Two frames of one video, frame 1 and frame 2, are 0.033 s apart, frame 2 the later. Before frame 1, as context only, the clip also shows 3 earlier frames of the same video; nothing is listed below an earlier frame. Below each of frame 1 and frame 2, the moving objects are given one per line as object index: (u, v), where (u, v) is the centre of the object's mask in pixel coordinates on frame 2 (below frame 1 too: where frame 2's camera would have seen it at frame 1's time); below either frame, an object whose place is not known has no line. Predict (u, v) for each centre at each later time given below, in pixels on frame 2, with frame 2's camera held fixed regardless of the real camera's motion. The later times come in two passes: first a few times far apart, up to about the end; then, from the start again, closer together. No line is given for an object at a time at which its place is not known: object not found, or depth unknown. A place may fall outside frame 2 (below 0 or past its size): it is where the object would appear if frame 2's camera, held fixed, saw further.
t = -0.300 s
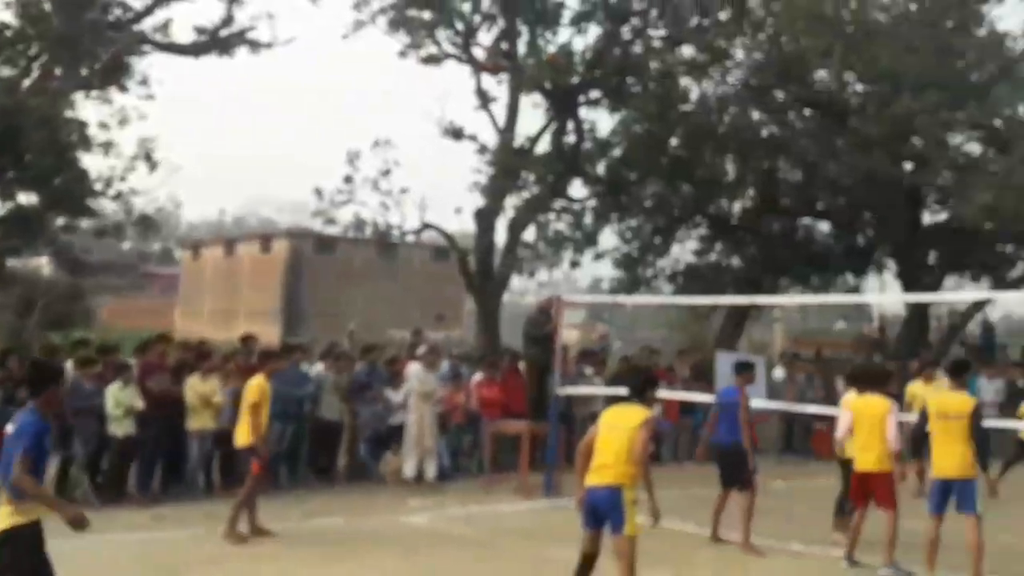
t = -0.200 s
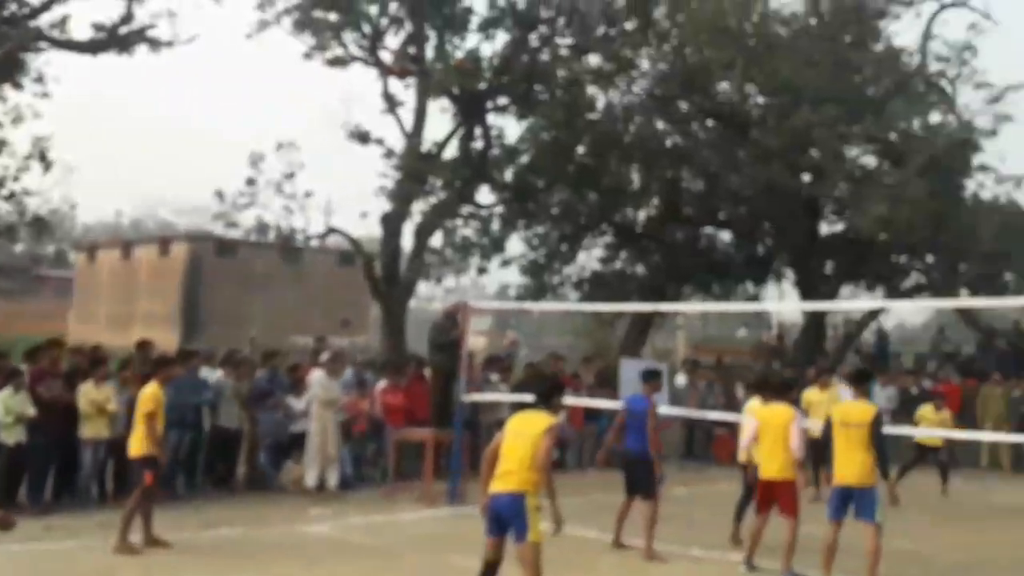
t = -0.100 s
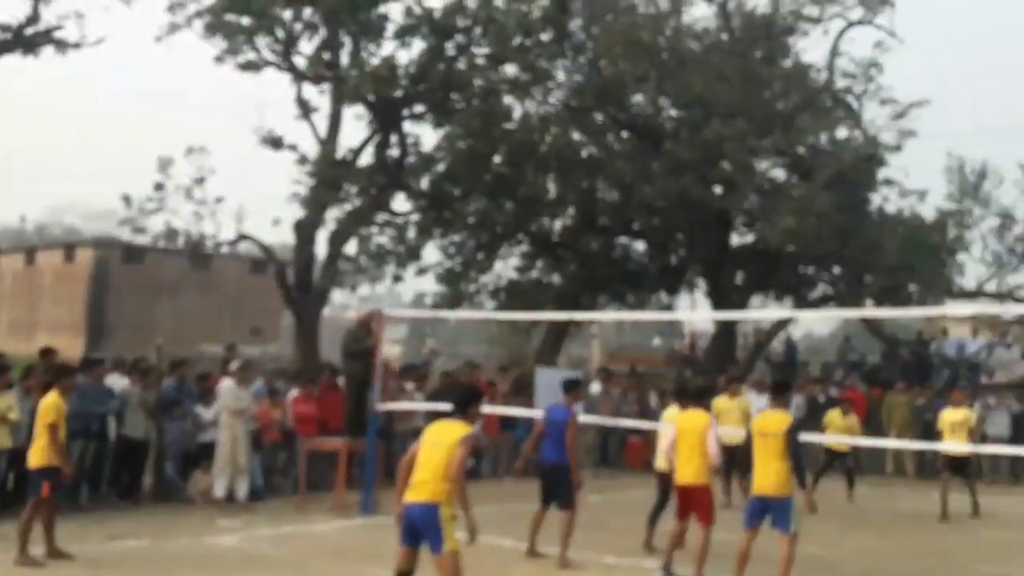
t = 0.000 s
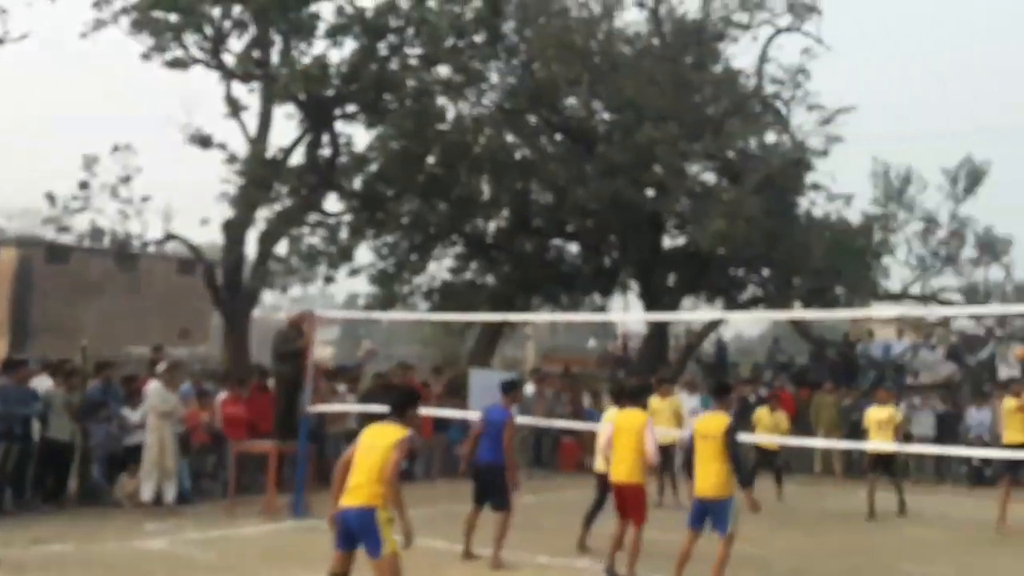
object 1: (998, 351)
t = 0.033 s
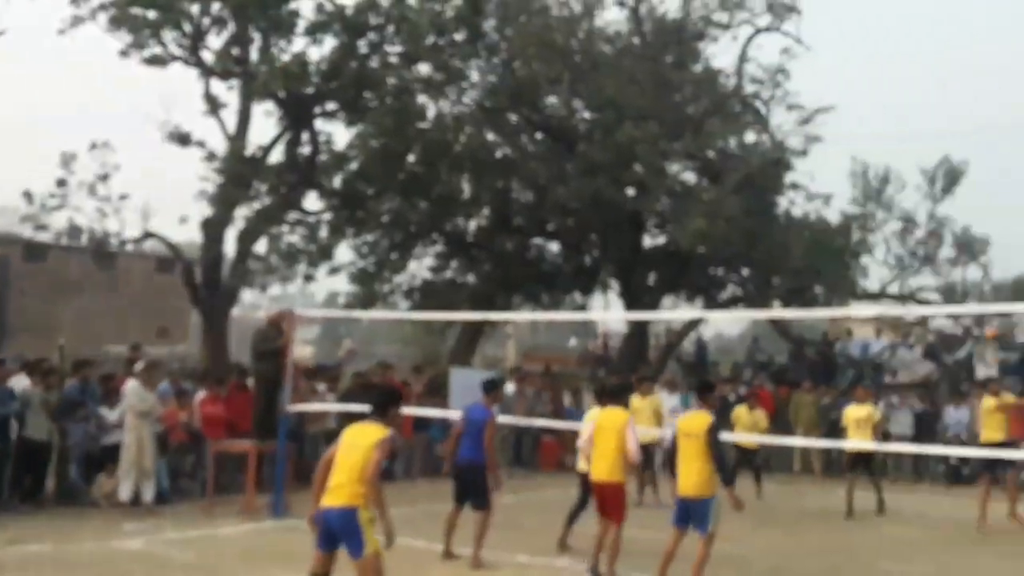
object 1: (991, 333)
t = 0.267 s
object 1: (940, 223)
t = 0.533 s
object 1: (872, 151)
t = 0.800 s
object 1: (808, 143)
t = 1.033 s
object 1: (743, 182)
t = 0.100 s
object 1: (976, 295)
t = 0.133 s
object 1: (972, 280)
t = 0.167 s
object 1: (961, 263)
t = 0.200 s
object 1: (954, 250)
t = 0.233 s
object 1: (947, 235)
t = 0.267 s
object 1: (940, 223)
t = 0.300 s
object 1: (932, 210)
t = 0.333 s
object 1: (924, 200)
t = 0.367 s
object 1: (916, 188)
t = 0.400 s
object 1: (907, 179)
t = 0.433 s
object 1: (899, 170)
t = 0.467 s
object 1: (889, 164)
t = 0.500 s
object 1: (880, 157)
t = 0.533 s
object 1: (872, 151)
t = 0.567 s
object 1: (864, 146)
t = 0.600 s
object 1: (855, 143)
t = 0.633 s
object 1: (847, 140)
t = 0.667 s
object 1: (838, 139)
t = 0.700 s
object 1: (831, 138)
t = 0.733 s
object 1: (825, 138)
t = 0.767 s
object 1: (815, 139)
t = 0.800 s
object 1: (808, 143)
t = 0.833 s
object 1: (800, 145)
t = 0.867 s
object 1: (794, 149)
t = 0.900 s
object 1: (787, 152)
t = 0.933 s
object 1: (772, 158)
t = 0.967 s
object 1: (762, 164)
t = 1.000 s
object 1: (752, 173)
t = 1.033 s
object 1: (743, 182)
